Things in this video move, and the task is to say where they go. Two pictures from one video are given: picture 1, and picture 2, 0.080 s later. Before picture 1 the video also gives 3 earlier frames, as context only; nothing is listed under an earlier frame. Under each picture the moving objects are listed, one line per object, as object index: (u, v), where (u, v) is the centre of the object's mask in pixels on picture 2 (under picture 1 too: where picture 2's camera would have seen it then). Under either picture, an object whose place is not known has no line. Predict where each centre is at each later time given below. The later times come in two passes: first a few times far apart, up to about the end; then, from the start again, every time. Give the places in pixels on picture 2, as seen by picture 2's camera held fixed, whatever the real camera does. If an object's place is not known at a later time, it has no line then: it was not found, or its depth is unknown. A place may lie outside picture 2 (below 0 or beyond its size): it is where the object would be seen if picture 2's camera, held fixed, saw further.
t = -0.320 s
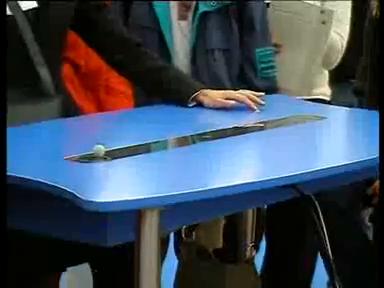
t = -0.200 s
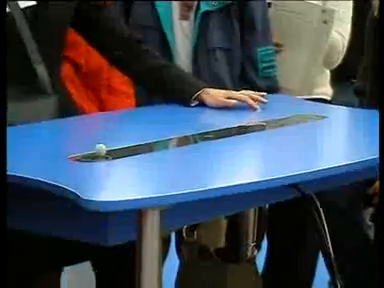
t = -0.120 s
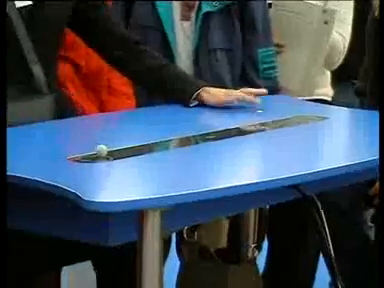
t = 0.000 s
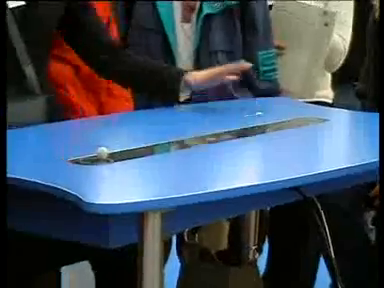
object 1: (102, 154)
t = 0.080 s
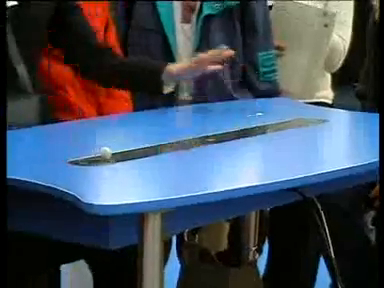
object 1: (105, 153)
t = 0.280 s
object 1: (117, 151)
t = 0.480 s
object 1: (136, 147)
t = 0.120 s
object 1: (108, 152)
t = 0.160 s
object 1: (110, 152)
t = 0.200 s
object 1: (112, 152)
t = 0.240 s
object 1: (114, 151)
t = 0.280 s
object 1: (117, 151)
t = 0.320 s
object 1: (120, 150)
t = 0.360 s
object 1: (124, 150)
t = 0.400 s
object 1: (128, 148)
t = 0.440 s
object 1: (133, 148)
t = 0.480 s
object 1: (136, 147)
